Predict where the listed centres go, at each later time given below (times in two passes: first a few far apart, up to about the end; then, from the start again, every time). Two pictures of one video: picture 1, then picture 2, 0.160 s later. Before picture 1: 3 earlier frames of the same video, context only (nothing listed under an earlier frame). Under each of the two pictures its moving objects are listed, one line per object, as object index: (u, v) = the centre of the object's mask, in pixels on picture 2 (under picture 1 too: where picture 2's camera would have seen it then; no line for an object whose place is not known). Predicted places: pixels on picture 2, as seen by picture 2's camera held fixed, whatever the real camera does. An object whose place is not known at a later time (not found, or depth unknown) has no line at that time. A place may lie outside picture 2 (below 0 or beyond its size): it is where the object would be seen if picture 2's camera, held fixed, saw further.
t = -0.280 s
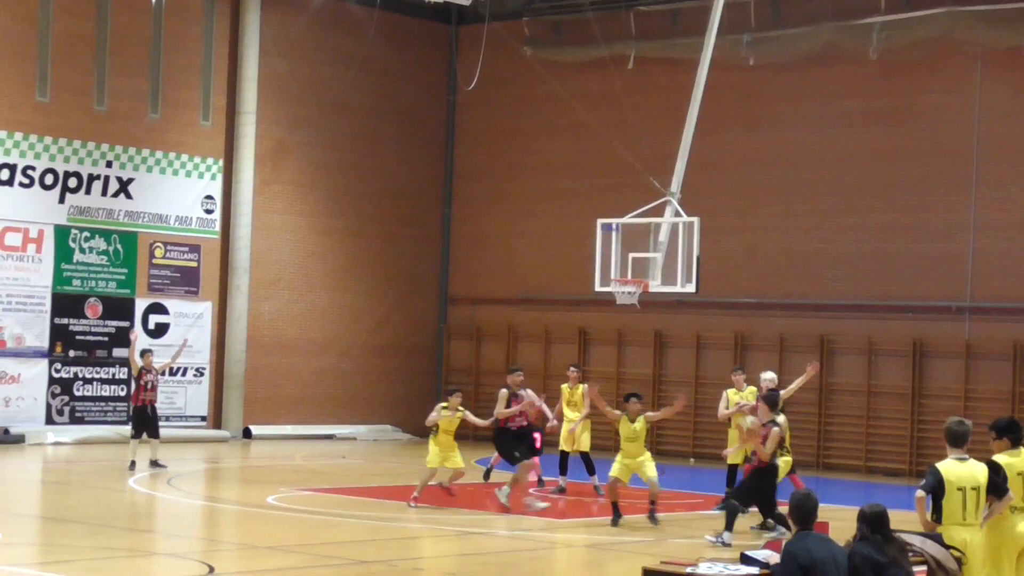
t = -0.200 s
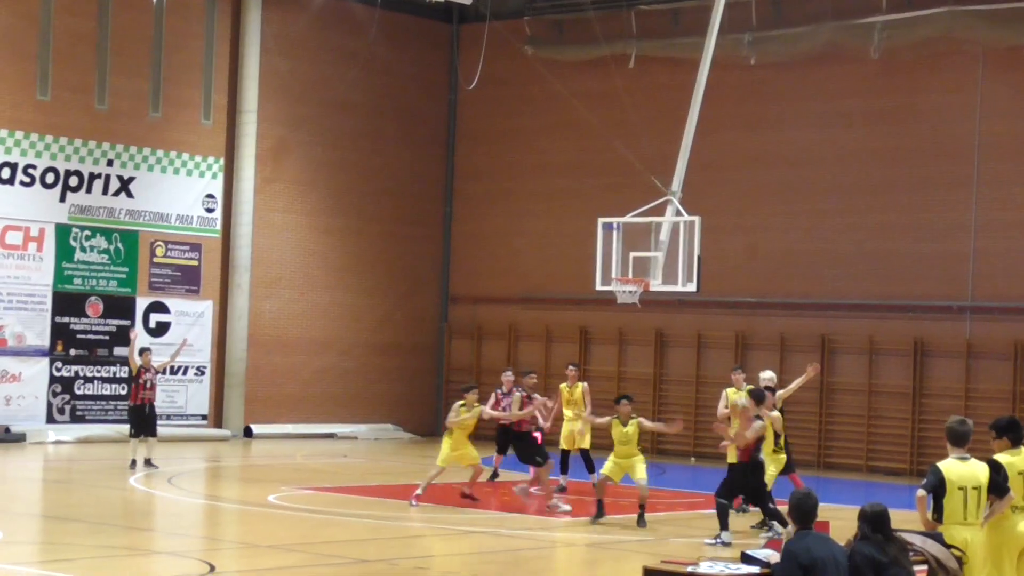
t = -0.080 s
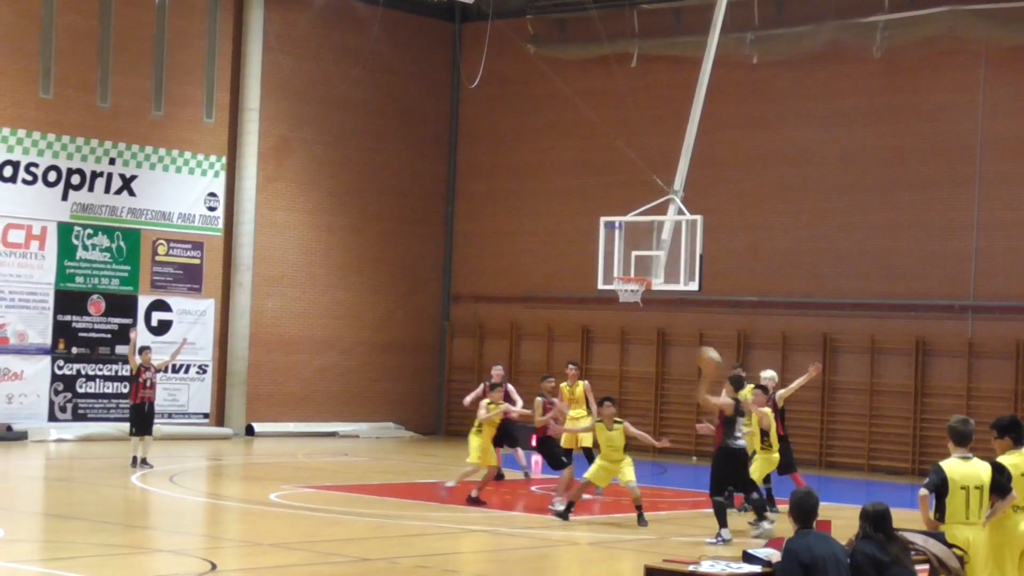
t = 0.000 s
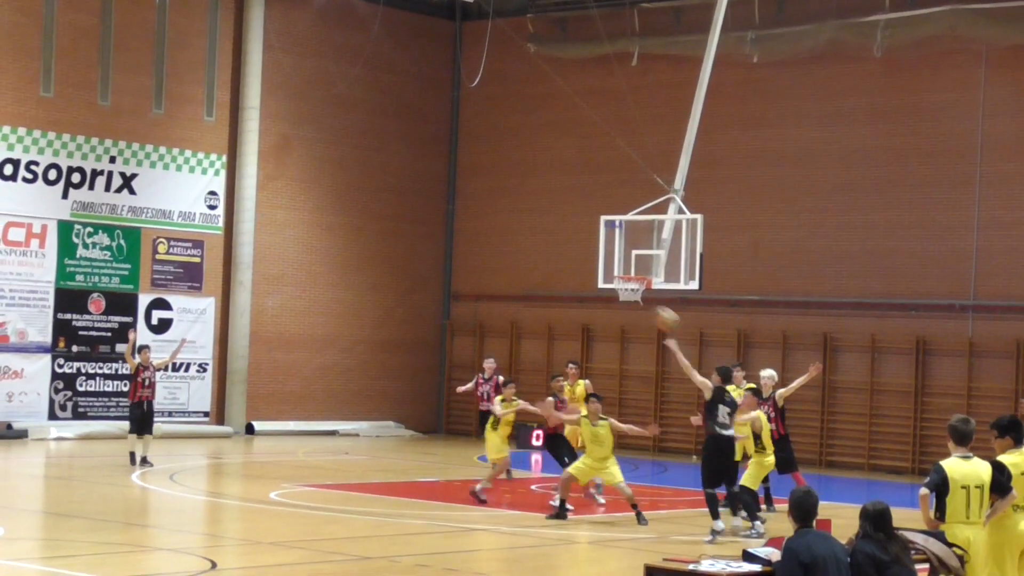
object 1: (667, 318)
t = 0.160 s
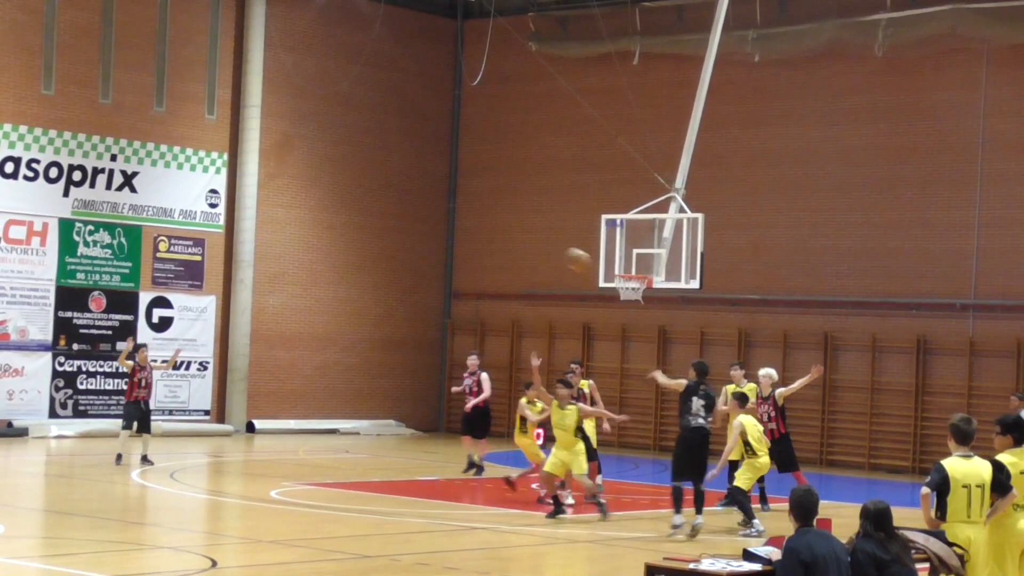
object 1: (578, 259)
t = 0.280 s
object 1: (515, 233)
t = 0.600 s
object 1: (371, 222)
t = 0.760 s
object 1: (309, 243)
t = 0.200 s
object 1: (557, 249)
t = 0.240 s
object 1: (536, 240)
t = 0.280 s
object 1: (515, 233)
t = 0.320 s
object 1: (495, 226)
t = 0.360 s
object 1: (476, 222)
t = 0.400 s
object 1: (459, 219)
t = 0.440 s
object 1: (439, 217)
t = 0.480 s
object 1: (422, 217)
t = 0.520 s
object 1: (404, 217)
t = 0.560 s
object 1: (387, 219)
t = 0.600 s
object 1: (371, 222)
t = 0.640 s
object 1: (355, 226)
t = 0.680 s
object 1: (340, 228)
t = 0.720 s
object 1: (324, 235)
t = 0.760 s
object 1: (309, 243)
